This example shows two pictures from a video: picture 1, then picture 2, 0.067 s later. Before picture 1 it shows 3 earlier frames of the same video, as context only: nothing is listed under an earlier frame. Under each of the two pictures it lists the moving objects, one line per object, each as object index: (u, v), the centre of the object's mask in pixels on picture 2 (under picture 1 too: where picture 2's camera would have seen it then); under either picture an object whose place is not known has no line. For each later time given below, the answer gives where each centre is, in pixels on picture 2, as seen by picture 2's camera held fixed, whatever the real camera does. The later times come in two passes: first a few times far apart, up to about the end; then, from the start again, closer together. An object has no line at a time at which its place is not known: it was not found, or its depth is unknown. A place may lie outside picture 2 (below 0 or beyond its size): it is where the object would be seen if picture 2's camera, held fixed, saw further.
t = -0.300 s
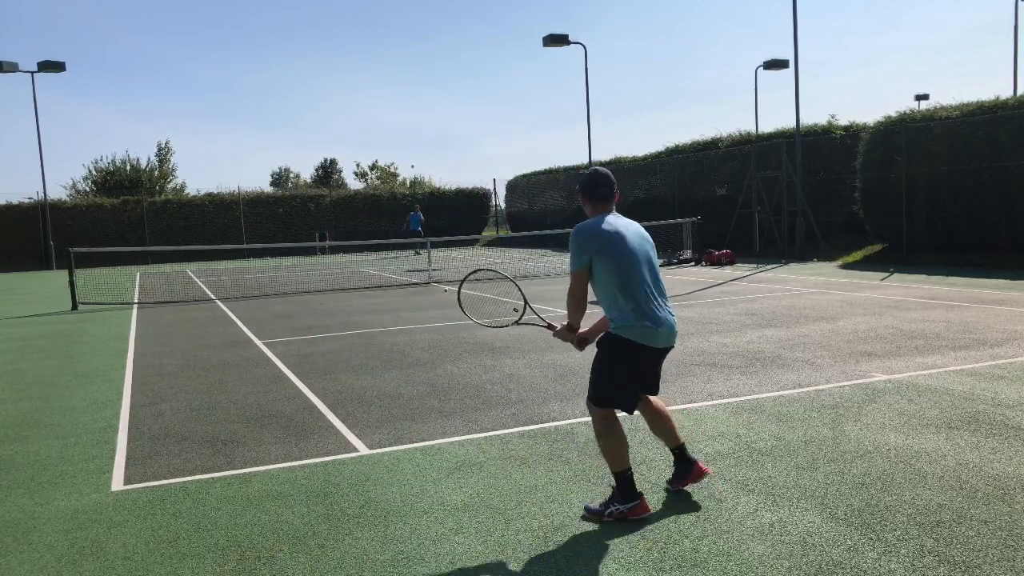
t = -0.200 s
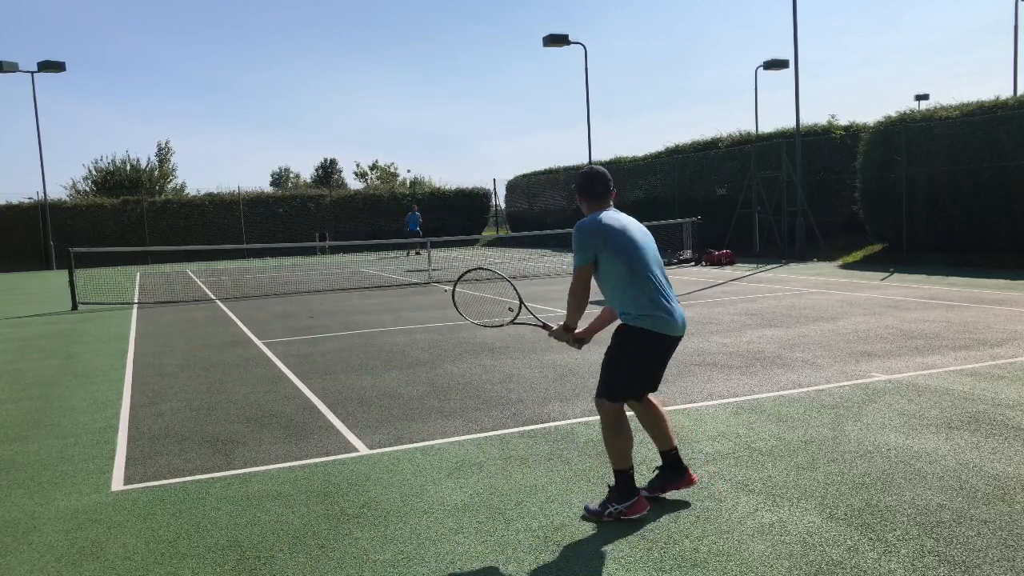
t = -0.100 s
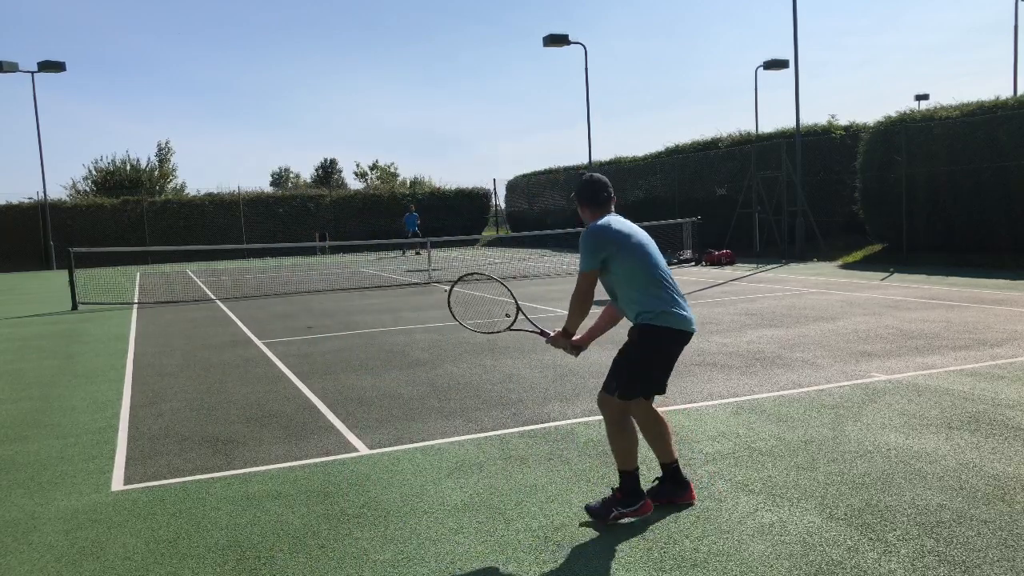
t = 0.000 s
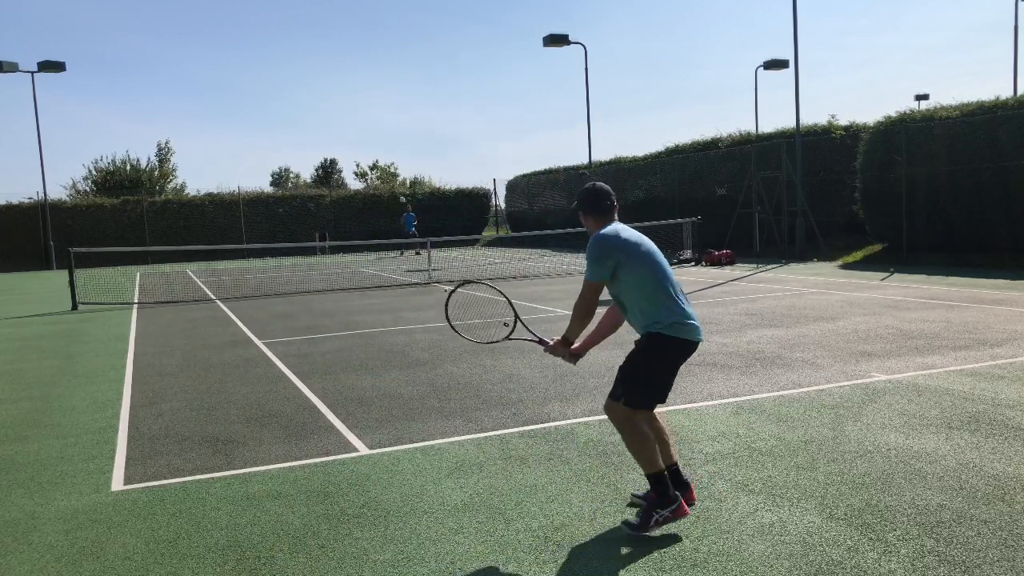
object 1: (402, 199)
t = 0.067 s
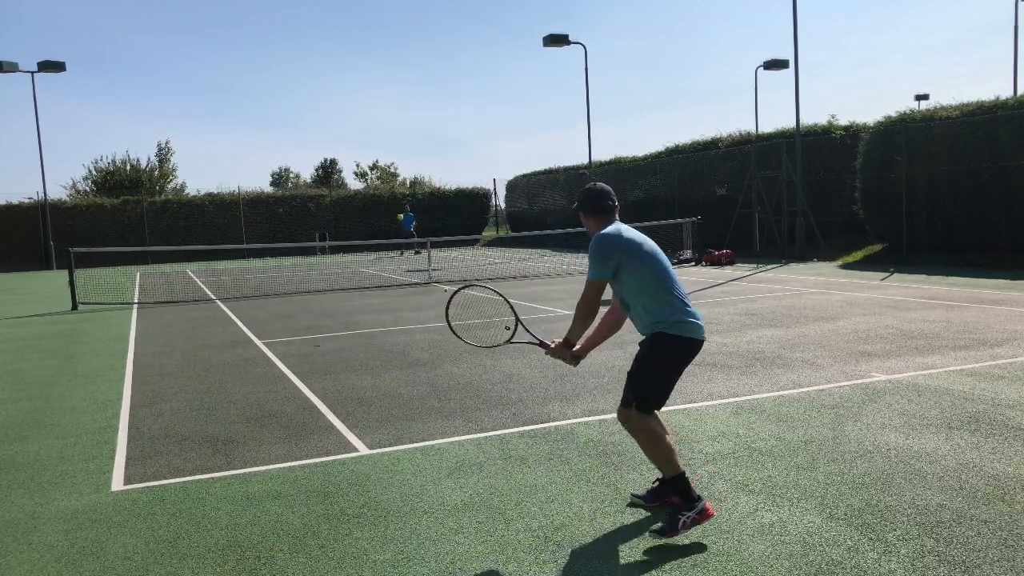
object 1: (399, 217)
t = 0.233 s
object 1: (397, 287)
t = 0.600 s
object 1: (393, 295)
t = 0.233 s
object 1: (397, 287)
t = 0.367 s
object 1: (394, 372)
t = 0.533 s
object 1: (393, 312)
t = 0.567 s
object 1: (393, 302)
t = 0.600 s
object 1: (393, 295)
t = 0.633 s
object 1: (394, 287)
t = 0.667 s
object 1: (394, 282)
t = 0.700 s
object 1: (394, 278)
